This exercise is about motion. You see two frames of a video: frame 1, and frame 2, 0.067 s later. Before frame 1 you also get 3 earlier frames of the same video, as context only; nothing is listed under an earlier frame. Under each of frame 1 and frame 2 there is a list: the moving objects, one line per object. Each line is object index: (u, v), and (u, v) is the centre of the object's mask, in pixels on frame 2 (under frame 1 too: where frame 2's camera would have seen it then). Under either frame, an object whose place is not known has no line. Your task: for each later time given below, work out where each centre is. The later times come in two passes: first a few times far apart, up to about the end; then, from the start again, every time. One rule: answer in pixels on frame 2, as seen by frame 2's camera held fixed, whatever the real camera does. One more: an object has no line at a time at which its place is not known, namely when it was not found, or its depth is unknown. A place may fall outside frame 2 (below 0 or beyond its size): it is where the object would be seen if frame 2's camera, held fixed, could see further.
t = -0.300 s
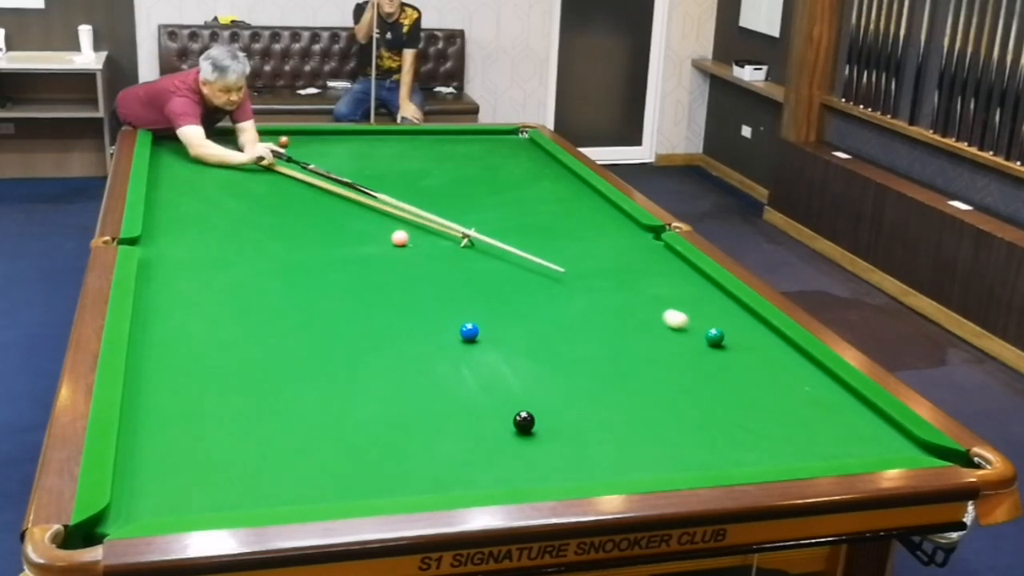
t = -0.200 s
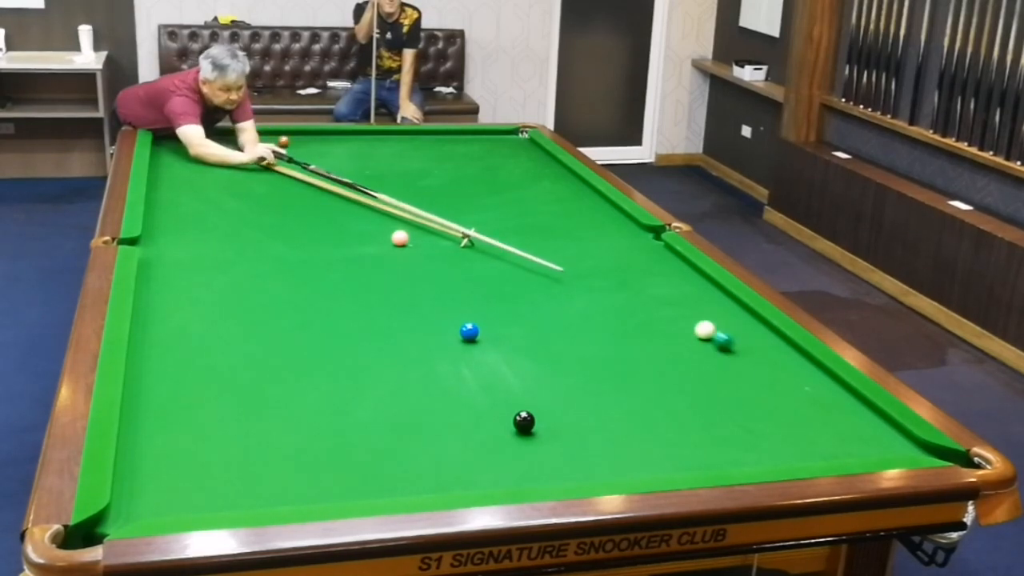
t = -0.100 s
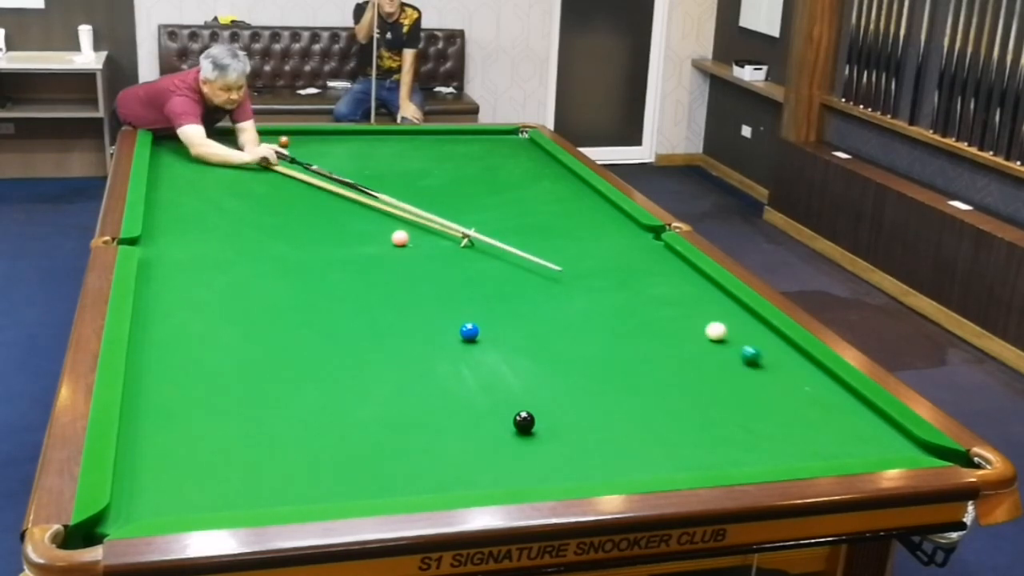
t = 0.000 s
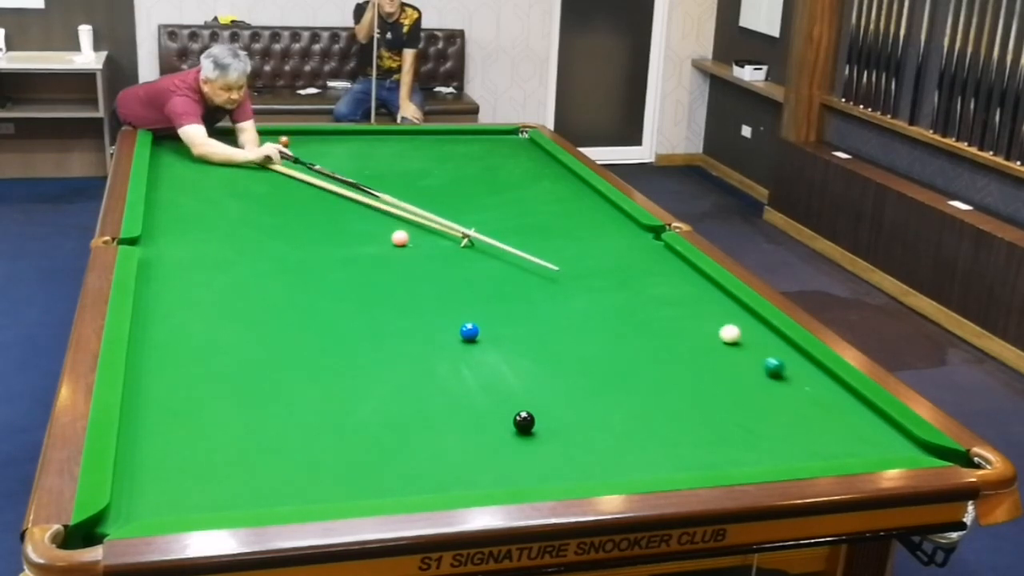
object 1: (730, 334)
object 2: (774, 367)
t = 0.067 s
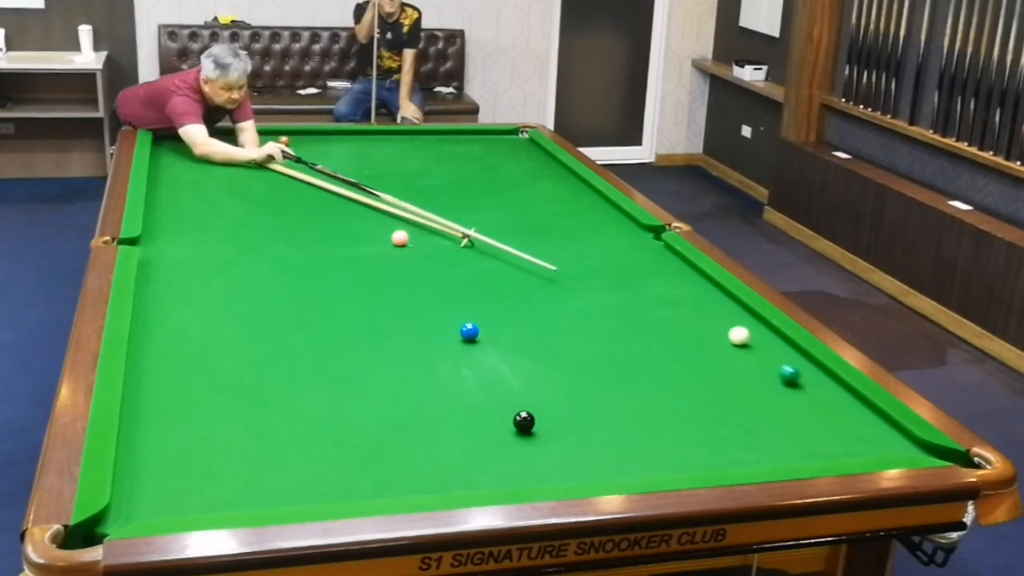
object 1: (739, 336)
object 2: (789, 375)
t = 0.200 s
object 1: (757, 339)
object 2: (820, 392)
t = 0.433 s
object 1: (787, 345)
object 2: (880, 421)
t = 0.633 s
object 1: (784, 350)
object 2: (909, 444)
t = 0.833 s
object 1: (778, 355)
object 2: (917, 445)
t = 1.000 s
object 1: (773, 359)
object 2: (897, 444)
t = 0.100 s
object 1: (743, 336)
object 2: (797, 379)
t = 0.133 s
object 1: (748, 337)
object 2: (805, 383)
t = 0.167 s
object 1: (752, 338)
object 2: (813, 387)
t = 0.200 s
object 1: (757, 339)
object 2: (820, 392)
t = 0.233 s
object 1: (761, 340)
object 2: (829, 395)
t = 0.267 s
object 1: (766, 341)
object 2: (837, 399)
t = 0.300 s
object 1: (770, 342)
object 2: (846, 404)
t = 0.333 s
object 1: (774, 343)
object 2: (854, 408)
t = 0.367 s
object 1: (779, 343)
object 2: (863, 412)
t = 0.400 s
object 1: (783, 344)
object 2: (871, 416)
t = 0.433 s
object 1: (787, 345)
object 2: (880, 421)
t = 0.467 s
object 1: (789, 346)
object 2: (889, 425)
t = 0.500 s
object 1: (788, 347)
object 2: (894, 430)
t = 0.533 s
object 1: (787, 348)
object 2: (897, 434)
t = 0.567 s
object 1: (786, 348)
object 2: (901, 438)
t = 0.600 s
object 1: (785, 349)
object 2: (905, 442)
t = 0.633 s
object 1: (784, 350)
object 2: (909, 444)
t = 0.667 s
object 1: (783, 351)
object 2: (913, 447)
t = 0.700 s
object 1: (782, 352)
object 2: (918, 449)
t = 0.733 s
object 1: (781, 352)
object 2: (918, 448)
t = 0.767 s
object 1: (780, 353)
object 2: (919, 447)
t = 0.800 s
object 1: (779, 354)
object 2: (918, 445)
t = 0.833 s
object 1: (778, 355)
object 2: (917, 445)
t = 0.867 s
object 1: (777, 356)
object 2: (914, 445)
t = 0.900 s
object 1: (776, 357)
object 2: (910, 445)
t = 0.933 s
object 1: (775, 357)
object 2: (905, 445)
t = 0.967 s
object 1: (774, 358)
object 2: (901, 445)
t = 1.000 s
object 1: (773, 359)
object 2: (897, 444)
